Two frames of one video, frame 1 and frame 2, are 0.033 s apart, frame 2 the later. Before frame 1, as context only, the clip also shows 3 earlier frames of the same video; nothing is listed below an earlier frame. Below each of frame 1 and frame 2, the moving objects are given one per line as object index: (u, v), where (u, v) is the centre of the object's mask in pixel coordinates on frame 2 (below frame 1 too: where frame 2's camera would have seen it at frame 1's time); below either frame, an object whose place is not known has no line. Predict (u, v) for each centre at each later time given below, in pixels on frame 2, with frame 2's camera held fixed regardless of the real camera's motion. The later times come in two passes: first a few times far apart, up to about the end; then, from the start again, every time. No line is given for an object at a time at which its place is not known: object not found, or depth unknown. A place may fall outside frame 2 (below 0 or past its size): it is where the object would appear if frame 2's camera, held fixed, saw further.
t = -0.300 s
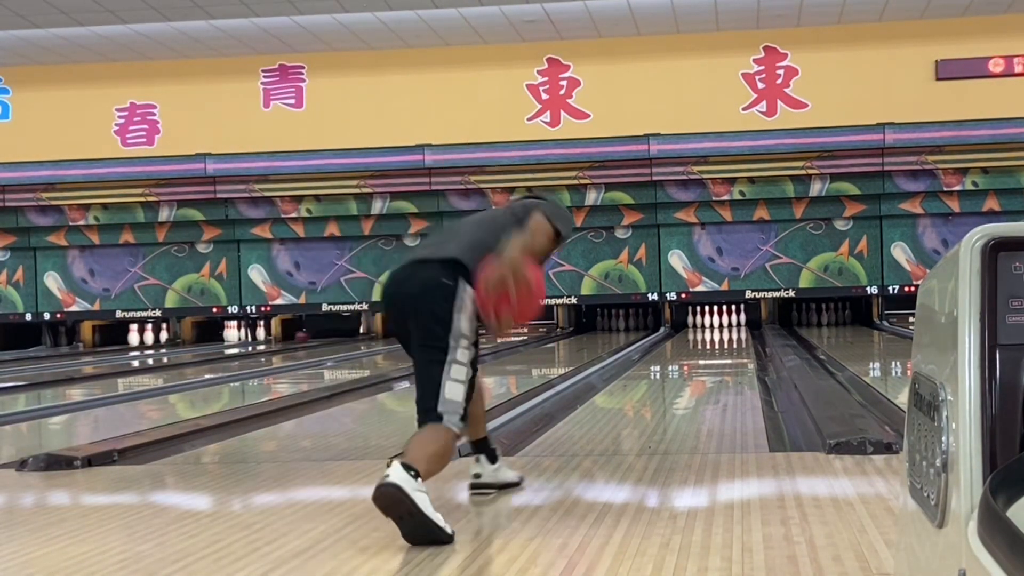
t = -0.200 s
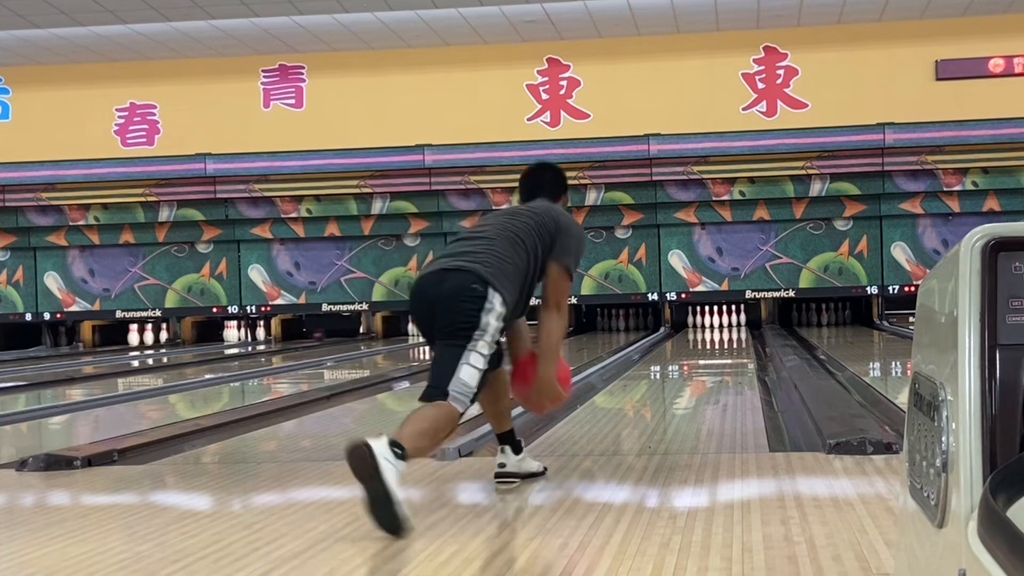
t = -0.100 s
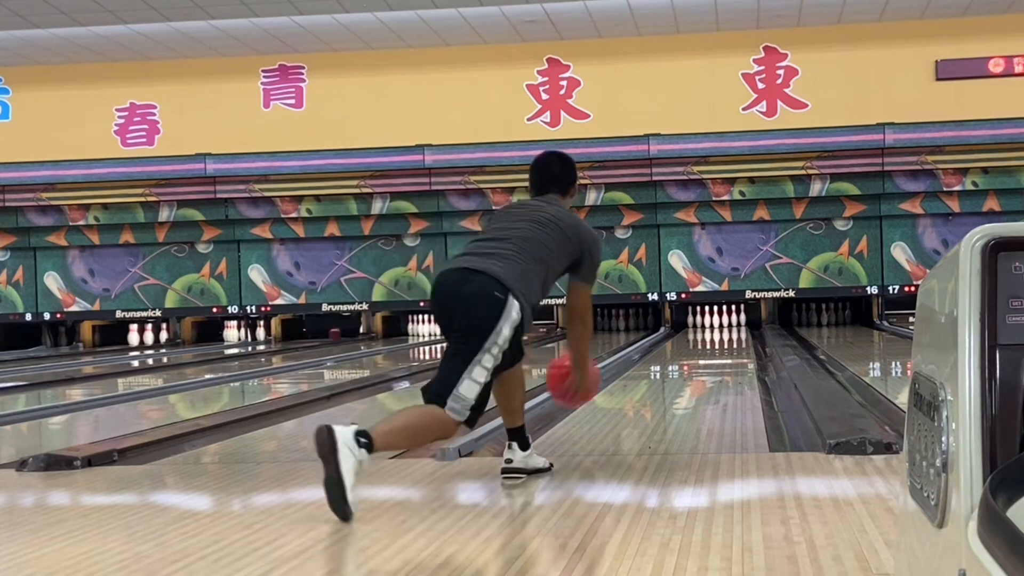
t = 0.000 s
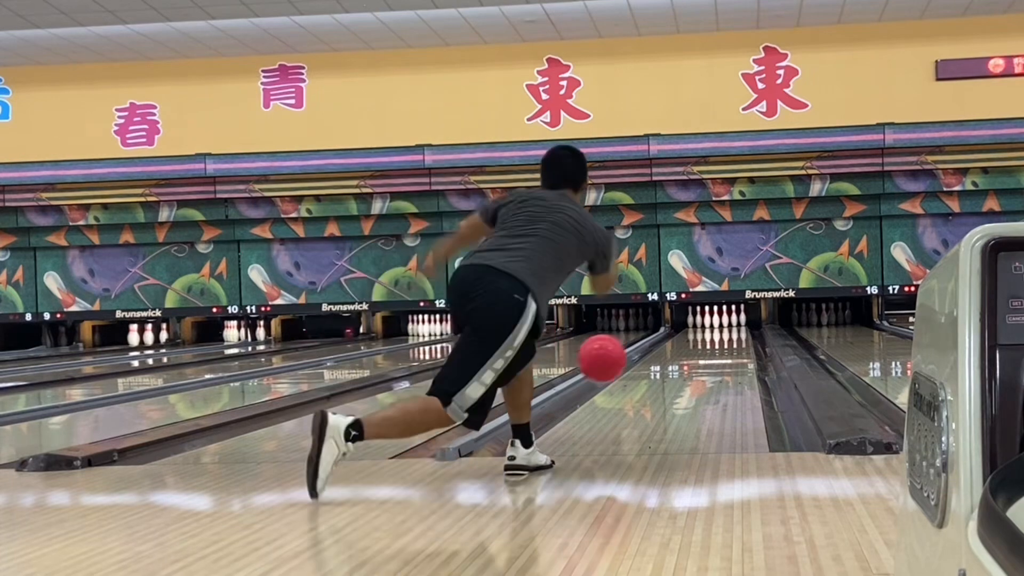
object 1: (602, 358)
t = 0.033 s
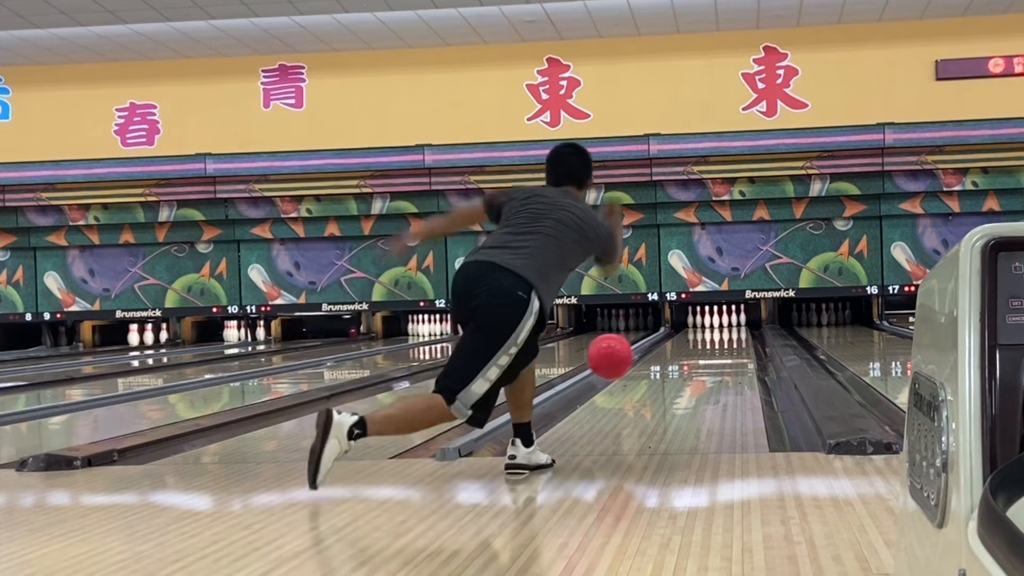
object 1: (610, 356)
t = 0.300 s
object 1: (660, 381)
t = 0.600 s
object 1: (692, 365)
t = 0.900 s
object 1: (712, 351)
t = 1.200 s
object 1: (723, 342)
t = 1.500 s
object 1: (731, 335)
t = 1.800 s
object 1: (734, 330)
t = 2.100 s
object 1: (731, 326)
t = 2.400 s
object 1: (726, 324)
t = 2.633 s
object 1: (724, 321)
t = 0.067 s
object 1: (618, 357)
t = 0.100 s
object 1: (625, 361)
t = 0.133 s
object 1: (632, 365)
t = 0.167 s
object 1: (639, 372)
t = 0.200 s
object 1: (645, 380)
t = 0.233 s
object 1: (651, 390)
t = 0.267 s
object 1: (655, 386)
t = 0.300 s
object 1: (660, 381)
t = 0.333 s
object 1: (665, 379)
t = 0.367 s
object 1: (669, 378)
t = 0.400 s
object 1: (673, 377)
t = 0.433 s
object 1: (677, 375)
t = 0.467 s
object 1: (680, 372)
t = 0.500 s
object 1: (684, 370)
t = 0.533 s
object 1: (686, 368)
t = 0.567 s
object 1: (690, 366)
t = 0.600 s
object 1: (692, 365)
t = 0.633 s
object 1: (694, 363)
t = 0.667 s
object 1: (697, 361)
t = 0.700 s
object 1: (699, 360)
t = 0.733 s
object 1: (702, 358)
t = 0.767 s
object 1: (704, 357)
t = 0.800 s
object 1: (706, 355)
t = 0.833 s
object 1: (708, 354)
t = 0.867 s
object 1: (710, 353)
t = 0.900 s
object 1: (712, 351)
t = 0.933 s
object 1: (713, 350)
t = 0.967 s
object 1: (714, 349)
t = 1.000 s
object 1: (716, 348)
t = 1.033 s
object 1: (717, 347)
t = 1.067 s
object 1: (719, 346)
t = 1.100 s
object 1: (721, 345)
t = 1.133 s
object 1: (721, 344)
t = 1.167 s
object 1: (722, 343)
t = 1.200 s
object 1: (723, 342)
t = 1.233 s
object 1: (725, 341)
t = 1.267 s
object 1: (726, 341)
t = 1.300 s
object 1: (726, 340)
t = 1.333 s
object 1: (727, 339)
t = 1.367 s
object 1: (728, 338)
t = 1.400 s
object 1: (729, 337)
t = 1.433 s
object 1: (729, 336)
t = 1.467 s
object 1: (730, 336)
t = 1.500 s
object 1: (731, 335)
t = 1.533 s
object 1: (731, 335)
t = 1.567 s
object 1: (732, 334)
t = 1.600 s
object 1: (732, 333)
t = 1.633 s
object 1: (733, 333)
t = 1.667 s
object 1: (733, 332)
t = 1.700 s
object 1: (734, 332)
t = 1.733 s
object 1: (734, 331)
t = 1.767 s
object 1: (734, 331)
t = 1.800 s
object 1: (734, 330)
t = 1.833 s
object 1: (733, 330)
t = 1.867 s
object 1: (734, 329)
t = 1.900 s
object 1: (733, 329)
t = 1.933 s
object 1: (733, 328)
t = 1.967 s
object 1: (733, 328)
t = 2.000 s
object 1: (733, 328)
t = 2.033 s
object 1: (733, 327)
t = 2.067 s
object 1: (732, 327)
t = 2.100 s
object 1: (731, 326)
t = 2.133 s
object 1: (731, 326)
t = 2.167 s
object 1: (730, 326)
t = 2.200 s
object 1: (729, 326)
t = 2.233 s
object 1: (729, 325)
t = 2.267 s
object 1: (728, 325)
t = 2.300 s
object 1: (727, 325)
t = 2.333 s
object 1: (727, 324)
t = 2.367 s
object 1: (726, 324)
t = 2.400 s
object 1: (726, 324)
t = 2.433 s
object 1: (725, 324)
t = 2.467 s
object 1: (724, 323)
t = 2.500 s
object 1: (724, 322)
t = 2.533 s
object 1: (724, 322)
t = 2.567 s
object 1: (723, 322)
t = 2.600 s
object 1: (723, 321)
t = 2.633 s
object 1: (724, 321)
